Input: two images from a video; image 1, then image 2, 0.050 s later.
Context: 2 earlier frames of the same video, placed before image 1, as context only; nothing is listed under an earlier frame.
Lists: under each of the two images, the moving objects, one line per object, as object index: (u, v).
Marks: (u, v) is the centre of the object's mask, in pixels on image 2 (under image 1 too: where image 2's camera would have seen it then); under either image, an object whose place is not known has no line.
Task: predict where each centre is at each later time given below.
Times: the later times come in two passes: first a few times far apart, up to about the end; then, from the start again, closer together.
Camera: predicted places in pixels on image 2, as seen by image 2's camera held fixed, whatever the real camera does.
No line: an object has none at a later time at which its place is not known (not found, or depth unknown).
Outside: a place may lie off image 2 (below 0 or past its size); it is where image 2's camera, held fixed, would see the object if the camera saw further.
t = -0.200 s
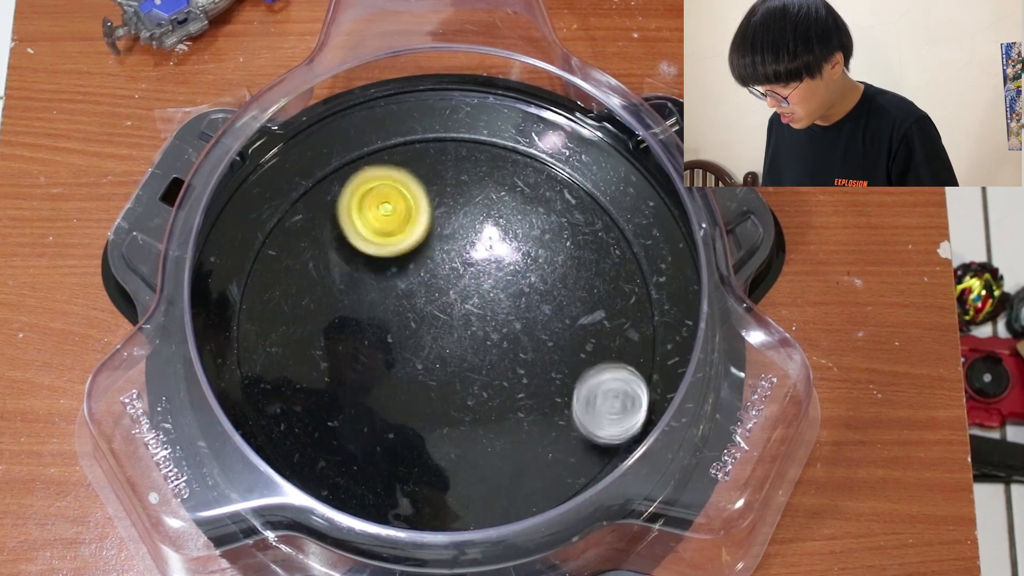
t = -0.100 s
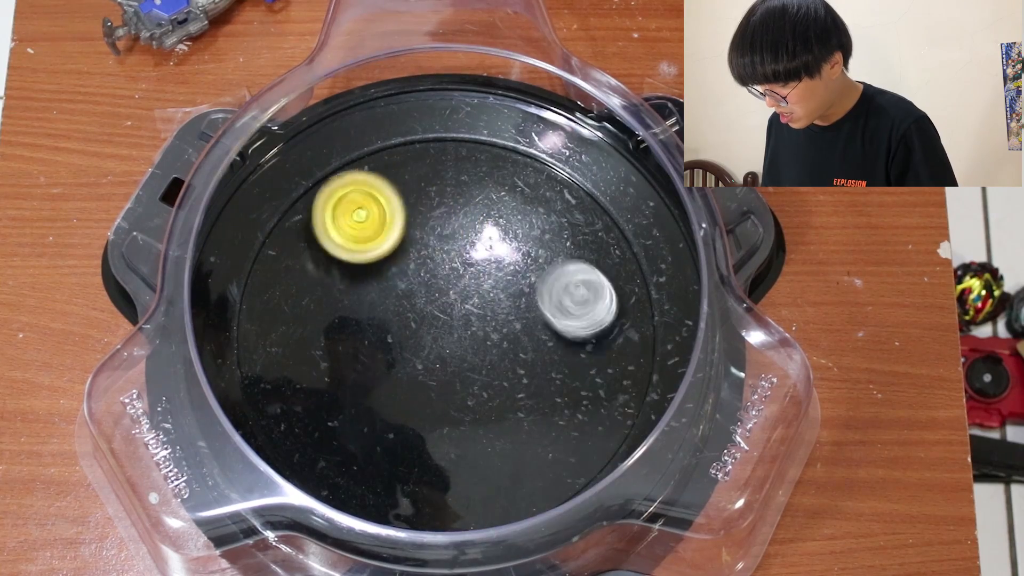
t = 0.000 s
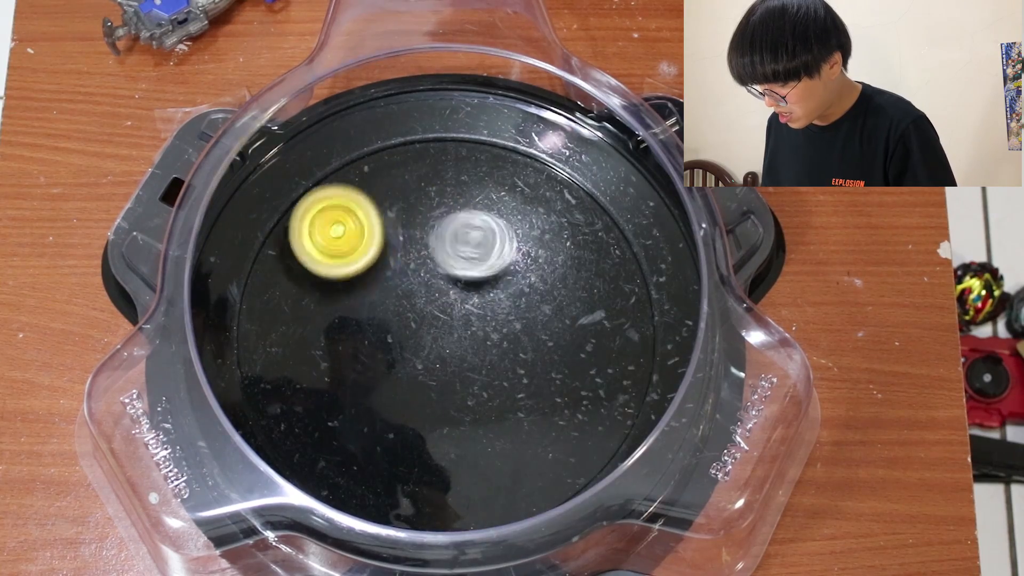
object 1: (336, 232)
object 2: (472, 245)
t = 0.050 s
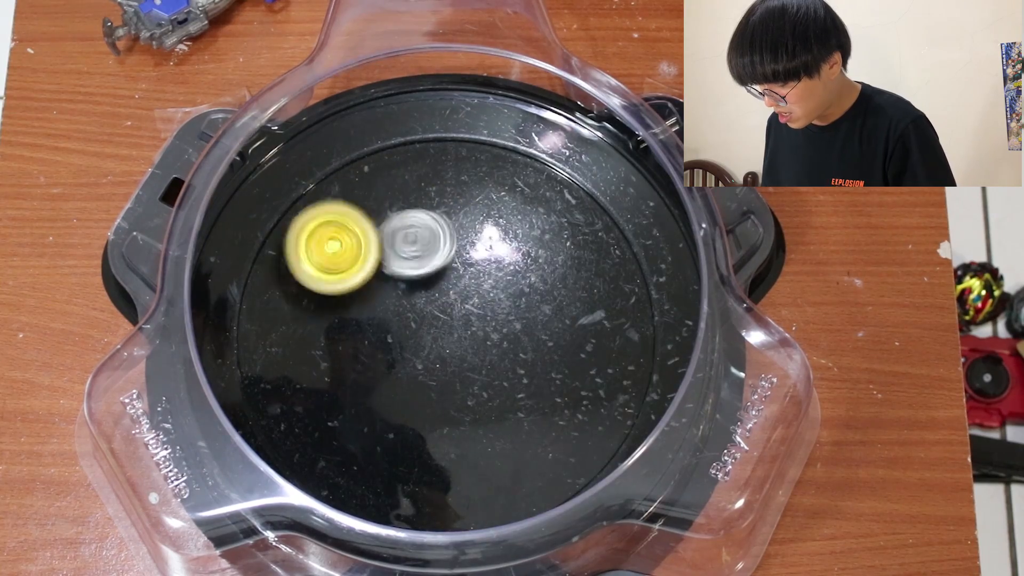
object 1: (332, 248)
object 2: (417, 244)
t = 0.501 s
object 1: (343, 427)
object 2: (488, 298)
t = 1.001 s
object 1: (558, 392)
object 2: (457, 288)
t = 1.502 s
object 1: (467, 241)
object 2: (519, 329)
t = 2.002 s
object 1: (252, 309)
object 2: (554, 295)
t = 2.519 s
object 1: (427, 322)
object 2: (537, 411)
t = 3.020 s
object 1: (504, 158)
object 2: (307, 375)
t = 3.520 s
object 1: (504, 300)
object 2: (416, 403)
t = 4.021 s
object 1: (443, 366)
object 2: (328, 338)
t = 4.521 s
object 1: (497, 355)
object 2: (444, 193)
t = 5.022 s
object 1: (496, 337)
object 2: (427, 262)
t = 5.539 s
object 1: (440, 375)
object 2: (555, 307)
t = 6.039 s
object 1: (394, 284)
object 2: (474, 357)
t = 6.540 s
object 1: (484, 340)
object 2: (439, 416)
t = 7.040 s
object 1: (487, 353)
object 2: (330, 312)
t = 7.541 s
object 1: (487, 352)
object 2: (449, 269)
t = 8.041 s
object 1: (485, 356)
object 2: (495, 275)
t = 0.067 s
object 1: (325, 252)
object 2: (406, 247)
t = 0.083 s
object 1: (317, 258)
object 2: (399, 250)
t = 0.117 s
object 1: (303, 270)
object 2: (383, 259)
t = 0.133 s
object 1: (289, 277)
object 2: (387, 267)
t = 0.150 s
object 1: (270, 282)
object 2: (405, 274)
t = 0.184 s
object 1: (242, 294)
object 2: (440, 288)
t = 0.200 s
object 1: (240, 303)
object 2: (454, 296)
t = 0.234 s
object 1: (238, 323)
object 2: (475, 308)
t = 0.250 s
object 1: (239, 330)
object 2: (483, 312)
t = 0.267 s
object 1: (240, 339)
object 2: (491, 315)
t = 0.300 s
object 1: (245, 354)
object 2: (502, 317)
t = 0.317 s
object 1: (249, 363)
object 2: (507, 316)
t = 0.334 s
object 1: (254, 370)
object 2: (510, 315)
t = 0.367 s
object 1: (268, 387)
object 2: (514, 311)
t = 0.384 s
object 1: (276, 396)
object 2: (515, 308)
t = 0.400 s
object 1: (285, 402)
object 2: (515, 305)
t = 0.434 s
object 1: (304, 414)
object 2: (510, 301)
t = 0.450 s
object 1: (313, 418)
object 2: (506, 299)
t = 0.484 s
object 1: (333, 424)
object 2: (495, 297)
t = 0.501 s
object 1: (343, 427)
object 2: (488, 298)
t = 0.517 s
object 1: (354, 428)
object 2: (481, 300)
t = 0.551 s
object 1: (375, 429)
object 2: (468, 309)
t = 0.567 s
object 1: (385, 428)
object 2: (462, 315)
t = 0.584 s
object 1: (396, 426)
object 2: (458, 321)
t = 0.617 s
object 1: (417, 423)
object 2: (452, 337)
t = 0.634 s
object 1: (426, 420)
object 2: (450, 343)
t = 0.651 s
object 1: (434, 421)
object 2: (452, 345)
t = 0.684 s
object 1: (443, 432)
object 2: (459, 336)
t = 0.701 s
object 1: (448, 435)
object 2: (464, 333)
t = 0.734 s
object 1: (456, 437)
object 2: (471, 328)
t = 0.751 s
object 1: (461, 436)
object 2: (473, 326)
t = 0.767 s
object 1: (467, 435)
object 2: (475, 324)
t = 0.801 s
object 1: (479, 432)
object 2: (479, 319)
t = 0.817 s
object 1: (486, 430)
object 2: (480, 316)
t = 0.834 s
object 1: (494, 428)
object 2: (481, 312)
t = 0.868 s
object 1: (508, 423)
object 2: (482, 304)
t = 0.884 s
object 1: (515, 420)
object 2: (481, 301)
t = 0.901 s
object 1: (522, 417)
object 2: (479, 297)
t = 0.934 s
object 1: (535, 410)
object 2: (473, 292)
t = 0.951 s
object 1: (541, 405)
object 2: (470, 290)
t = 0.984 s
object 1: (553, 396)
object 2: (462, 288)
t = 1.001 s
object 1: (558, 392)
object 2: (457, 288)
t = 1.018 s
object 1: (564, 386)
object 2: (451, 289)
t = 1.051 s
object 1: (572, 374)
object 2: (439, 294)
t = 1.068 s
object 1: (575, 367)
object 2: (435, 297)
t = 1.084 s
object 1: (579, 361)
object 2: (431, 302)
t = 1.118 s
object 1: (583, 347)
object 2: (425, 311)
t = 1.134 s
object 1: (584, 339)
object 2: (424, 316)
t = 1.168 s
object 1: (584, 324)
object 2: (423, 329)
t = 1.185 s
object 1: (583, 318)
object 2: (424, 335)
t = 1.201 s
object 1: (582, 310)
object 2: (425, 342)
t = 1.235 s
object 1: (576, 296)
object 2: (431, 354)
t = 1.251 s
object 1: (572, 290)
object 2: (435, 360)
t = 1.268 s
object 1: (568, 283)
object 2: (440, 364)
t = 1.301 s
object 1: (557, 272)
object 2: (451, 369)
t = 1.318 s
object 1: (551, 268)
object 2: (458, 371)
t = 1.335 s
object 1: (545, 263)
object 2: (465, 372)
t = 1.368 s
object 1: (531, 256)
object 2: (481, 372)
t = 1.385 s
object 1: (523, 252)
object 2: (489, 371)
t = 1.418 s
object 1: (507, 247)
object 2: (502, 363)
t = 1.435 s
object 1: (499, 246)
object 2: (508, 358)
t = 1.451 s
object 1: (490, 244)
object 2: (512, 351)
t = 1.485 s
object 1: (474, 241)
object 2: (518, 336)
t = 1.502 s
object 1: (467, 241)
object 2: (519, 329)
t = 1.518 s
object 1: (459, 241)
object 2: (519, 321)
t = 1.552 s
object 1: (443, 242)
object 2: (514, 306)
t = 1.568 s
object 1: (436, 243)
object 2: (510, 299)
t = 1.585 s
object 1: (428, 244)
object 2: (504, 293)
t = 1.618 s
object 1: (414, 248)
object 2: (491, 285)
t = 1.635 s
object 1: (406, 250)
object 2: (484, 281)
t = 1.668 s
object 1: (389, 254)
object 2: (470, 277)
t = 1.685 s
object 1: (382, 256)
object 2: (462, 278)
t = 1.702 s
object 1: (373, 259)
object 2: (458, 280)
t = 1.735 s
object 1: (340, 258)
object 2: (477, 293)
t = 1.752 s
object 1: (325, 259)
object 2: (486, 298)
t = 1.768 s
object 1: (311, 260)
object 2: (494, 302)
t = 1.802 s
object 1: (290, 264)
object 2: (511, 309)
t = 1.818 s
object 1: (282, 267)
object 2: (518, 311)
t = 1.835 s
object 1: (276, 269)
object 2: (526, 313)
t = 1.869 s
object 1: (266, 276)
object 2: (538, 313)
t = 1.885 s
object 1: (262, 280)
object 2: (542, 312)
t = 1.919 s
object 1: (256, 289)
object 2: (549, 309)
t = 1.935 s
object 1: (255, 292)
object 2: (552, 307)
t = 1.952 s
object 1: (253, 297)
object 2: (553, 304)
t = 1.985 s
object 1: (252, 305)
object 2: (554, 298)
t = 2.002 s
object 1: (252, 309)
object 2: (554, 295)
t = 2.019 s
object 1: (253, 313)
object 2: (551, 292)
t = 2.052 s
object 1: (255, 322)
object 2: (544, 288)
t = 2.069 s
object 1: (257, 327)
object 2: (540, 288)
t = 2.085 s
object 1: (259, 331)
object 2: (535, 288)
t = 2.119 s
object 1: (264, 343)
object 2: (525, 291)
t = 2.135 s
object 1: (269, 348)
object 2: (519, 293)
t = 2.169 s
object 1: (281, 357)
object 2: (508, 302)
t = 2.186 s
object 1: (288, 361)
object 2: (502, 307)
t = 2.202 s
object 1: (296, 365)
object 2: (497, 312)
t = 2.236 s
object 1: (313, 370)
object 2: (487, 324)
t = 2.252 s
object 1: (321, 371)
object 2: (484, 329)
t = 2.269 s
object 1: (330, 372)
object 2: (482, 334)
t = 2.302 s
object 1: (348, 372)
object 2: (478, 346)
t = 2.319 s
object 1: (356, 371)
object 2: (477, 353)
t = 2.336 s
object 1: (365, 370)
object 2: (476, 359)
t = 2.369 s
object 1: (383, 368)
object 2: (476, 374)
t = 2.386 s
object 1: (390, 366)
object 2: (477, 383)
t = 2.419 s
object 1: (398, 358)
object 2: (491, 395)
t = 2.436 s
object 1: (402, 352)
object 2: (498, 402)
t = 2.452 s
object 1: (406, 347)
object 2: (507, 407)
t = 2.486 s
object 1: (416, 334)
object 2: (523, 413)
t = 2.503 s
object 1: (422, 327)
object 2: (530, 412)
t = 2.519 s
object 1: (427, 322)
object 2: (537, 411)
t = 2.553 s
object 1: (437, 312)
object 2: (550, 404)
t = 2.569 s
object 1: (440, 307)
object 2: (556, 398)
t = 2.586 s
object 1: (445, 302)
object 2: (559, 392)
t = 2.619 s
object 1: (452, 292)
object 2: (562, 378)
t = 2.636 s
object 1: (454, 288)
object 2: (561, 371)
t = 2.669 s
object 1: (461, 277)
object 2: (554, 356)
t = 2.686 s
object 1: (465, 271)
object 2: (549, 349)
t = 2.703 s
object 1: (468, 266)
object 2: (542, 342)
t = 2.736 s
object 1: (474, 256)
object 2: (524, 330)
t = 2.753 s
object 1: (477, 250)
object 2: (514, 325)
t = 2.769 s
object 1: (479, 245)
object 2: (504, 322)
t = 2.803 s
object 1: (489, 224)
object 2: (478, 322)
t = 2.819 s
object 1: (496, 210)
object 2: (459, 330)
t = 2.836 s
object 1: (500, 196)
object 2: (442, 338)
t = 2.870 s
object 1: (509, 176)
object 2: (406, 357)
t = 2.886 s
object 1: (514, 168)
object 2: (391, 362)
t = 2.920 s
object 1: (517, 154)
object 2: (362, 368)
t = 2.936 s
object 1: (517, 149)
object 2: (348, 371)
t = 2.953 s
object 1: (516, 147)
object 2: (335, 372)
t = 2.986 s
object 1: (511, 150)
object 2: (317, 372)
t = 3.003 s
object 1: (508, 153)
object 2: (312, 373)
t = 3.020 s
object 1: (504, 158)
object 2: (307, 375)
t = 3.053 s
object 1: (494, 172)
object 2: (301, 382)
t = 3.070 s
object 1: (491, 180)
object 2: (300, 388)
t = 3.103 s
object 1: (482, 196)
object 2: (298, 401)
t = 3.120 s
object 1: (477, 205)
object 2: (297, 409)
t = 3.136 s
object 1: (472, 214)
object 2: (296, 417)
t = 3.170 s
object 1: (465, 232)
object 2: (299, 435)
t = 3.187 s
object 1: (462, 242)
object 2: (303, 443)
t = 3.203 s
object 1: (458, 251)
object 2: (308, 450)
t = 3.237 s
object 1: (454, 269)
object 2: (325, 461)
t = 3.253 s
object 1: (454, 277)
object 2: (334, 464)
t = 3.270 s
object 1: (452, 285)
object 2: (346, 465)
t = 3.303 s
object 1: (452, 299)
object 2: (369, 462)
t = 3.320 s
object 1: (452, 305)
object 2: (381, 457)
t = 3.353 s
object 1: (454, 316)
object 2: (401, 444)
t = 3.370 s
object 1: (455, 320)
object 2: (409, 436)
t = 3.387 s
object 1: (456, 325)
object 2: (417, 426)
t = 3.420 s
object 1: (461, 329)
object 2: (426, 410)
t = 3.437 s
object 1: (469, 325)
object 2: (422, 412)
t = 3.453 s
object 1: (477, 318)
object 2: (419, 413)
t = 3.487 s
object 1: (492, 309)
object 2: (416, 411)
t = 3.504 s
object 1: (499, 303)
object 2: (415, 408)
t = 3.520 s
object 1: (504, 300)
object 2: (416, 403)
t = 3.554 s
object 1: (514, 295)
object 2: (418, 390)
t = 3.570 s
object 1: (516, 295)
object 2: (419, 383)
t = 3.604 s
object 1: (519, 296)
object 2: (418, 366)
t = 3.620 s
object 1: (518, 299)
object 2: (416, 357)
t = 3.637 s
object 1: (517, 303)
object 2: (413, 348)
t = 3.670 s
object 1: (513, 310)
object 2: (406, 332)
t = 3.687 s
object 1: (511, 315)
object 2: (401, 324)
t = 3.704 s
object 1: (509, 318)
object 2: (395, 317)
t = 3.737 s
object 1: (503, 326)
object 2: (383, 304)
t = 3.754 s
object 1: (501, 329)
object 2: (376, 299)
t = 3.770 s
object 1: (498, 332)
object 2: (370, 294)
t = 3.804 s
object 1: (492, 339)
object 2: (355, 288)
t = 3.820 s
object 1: (489, 342)
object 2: (348, 286)
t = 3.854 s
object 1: (482, 347)
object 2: (334, 285)
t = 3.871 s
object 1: (479, 350)
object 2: (328, 286)
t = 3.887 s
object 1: (474, 353)
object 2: (322, 289)
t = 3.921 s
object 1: (467, 357)
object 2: (313, 298)
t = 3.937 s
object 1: (463, 359)
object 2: (310, 305)
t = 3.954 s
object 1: (460, 360)
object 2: (310, 312)
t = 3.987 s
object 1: (451, 364)
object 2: (315, 326)
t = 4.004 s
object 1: (448, 365)
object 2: (320, 333)
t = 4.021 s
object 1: (443, 366)
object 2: (328, 338)
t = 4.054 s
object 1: (434, 368)
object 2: (346, 346)
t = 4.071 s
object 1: (433, 369)
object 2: (354, 347)
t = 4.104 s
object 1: (438, 380)
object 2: (362, 340)
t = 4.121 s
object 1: (442, 386)
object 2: (366, 334)
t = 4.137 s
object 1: (445, 390)
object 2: (372, 329)
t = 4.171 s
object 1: (453, 396)
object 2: (386, 321)
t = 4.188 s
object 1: (456, 399)
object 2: (393, 317)
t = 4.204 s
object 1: (460, 400)
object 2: (400, 313)
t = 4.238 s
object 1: (468, 404)
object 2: (414, 300)
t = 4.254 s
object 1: (472, 404)
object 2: (421, 294)
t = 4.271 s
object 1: (475, 405)
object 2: (427, 287)
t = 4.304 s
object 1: (484, 403)
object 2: (437, 272)
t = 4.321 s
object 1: (488, 402)
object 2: (441, 264)
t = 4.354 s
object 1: (493, 397)
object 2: (447, 249)
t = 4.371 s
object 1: (496, 394)
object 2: (450, 241)
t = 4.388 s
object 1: (499, 389)
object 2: (452, 234)
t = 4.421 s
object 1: (500, 381)
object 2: (454, 221)
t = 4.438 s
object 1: (501, 376)
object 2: (454, 214)
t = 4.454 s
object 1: (501, 372)
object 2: (454, 209)
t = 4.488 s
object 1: (499, 363)
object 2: (450, 198)
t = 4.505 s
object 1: (499, 359)
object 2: (447, 195)
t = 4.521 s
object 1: (497, 355)
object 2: (444, 193)
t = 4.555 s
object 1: (494, 347)
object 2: (435, 192)
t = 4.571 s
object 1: (492, 344)
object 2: (430, 194)
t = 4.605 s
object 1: (489, 335)
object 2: (423, 202)
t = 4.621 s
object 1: (488, 333)
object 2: (419, 208)
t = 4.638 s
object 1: (486, 328)
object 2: (417, 215)
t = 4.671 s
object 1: (482, 321)
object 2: (417, 232)
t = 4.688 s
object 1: (480, 317)
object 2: (418, 240)
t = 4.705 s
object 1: (478, 313)
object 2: (420, 248)
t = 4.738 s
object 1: (479, 317)
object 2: (422, 250)
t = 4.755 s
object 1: (484, 324)
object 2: (420, 242)
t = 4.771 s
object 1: (483, 331)
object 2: (418, 237)
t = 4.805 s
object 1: (485, 340)
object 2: (415, 231)
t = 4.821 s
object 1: (485, 344)
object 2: (414, 231)
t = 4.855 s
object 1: (485, 347)
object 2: (413, 232)
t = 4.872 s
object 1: (484, 347)
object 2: (413, 233)
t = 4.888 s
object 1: (485, 347)
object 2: (413, 235)
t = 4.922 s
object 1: (489, 345)
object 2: (414, 240)
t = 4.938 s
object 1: (491, 343)
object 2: (416, 243)
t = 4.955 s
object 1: (494, 343)
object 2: (417, 246)
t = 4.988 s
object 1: (496, 340)
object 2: (421, 254)
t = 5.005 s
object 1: (497, 338)
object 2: (423, 258)
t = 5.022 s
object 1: (496, 337)
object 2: (427, 262)
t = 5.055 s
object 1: (496, 334)
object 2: (435, 271)
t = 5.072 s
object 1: (496, 331)
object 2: (440, 275)
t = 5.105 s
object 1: (495, 341)
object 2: (449, 276)
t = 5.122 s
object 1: (492, 348)
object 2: (453, 272)
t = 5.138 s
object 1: (494, 353)
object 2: (453, 267)
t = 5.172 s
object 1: (495, 368)
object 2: (456, 259)
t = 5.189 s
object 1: (493, 374)
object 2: (457, 255)
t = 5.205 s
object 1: (490, 378)
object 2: (459, 252)
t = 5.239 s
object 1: (488, 383)
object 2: (462, 256)
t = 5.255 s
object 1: (486, 383)
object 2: (465, 258)
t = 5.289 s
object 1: (483, 383)
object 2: (471, 266)
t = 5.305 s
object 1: (483, 382)
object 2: (475, 270)
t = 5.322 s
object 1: (481, 382)
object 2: (480, 276)
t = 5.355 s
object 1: (480, 380)
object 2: (490, 287)
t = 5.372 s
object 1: (477, 379)
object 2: (495, 291)
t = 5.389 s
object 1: (477, 378)
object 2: (500, 295)
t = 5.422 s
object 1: (473, 376)
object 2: (511, 304)
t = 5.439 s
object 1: (471, 376)
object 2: (516, 307)
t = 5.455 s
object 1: (465, 378)
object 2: (524, 307)
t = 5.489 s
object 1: (456, 379)
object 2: (538, 307)
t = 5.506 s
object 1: (449, 378)
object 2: (544, 307)
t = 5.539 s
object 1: (440, 375)
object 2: (555, 307)
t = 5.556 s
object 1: (433, 373)
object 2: (560, 306)
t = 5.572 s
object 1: (430, 370)
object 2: (565, 305)
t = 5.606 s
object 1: (419, 364)
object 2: (573, 302)
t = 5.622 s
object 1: (415, 361)
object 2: (576, 300)
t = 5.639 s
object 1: (411, 358)
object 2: (579, 298)
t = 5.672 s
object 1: (401, 349)
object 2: (580, 294)
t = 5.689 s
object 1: (398, 345)
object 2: (579, 291)
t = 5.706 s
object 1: (394, 342)
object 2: (577, 290)
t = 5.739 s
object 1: (388, 333)
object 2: (570, 288)
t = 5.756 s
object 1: (385, 330)
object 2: (566, 289)
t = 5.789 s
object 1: (381, 320)
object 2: (555, 291)
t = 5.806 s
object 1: (380, 316)
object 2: (549, 293)
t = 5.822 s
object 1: (378, 314)
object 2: (543, 295)
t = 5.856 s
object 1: (377, 305)
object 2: (531, 302)
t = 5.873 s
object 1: (377, 302)
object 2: (525, 306)
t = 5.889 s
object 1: (377, 299)
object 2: (519, 310)
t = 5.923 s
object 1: (380, 292)
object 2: (507, 320)
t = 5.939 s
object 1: (381, 291)
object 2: (502, 325)
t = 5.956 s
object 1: (382, 289)
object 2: (497, 330)
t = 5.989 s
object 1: (387, 285)
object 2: (487, 341)
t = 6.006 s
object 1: (389, 285)
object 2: (482, 346)
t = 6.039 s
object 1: (394, 284)
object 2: (474, 357)
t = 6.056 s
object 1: (398, 283)
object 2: (470, 362)
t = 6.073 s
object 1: (402, 283)
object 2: (465, 368)
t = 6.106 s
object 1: (408, 285)
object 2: (458, 379)
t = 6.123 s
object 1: (411, 285)
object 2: (453, 384)
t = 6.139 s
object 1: (415, 284)
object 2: (450, 389)
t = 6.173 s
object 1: (423, 286)
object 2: (444, 400)
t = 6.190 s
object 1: (426, 287)
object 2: (441, 406)
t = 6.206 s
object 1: (430, 287)
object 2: (439, 410)
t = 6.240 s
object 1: (439, 288)
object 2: (434, 420)
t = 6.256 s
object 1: (444, 290)
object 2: (432, 424)
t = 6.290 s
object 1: (452, 294)
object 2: (429, 432)
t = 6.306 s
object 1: (456, 296)
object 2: (428, 436)
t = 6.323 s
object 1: (460, 298)
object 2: (428, 438)
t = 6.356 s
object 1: (468, 302)
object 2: (429, 444)
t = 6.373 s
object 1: (472, 305)
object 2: (431, 445)
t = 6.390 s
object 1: (475, 308)
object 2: (433, 445)
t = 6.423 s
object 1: (479, 316)
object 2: (435, 444)
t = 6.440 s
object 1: (481, 320)
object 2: (437, 442)
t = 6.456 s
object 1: (483, 323)
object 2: (439, 439)
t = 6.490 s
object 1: (484, 331)
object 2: (439, 432)
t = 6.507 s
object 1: (484, 334)
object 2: (440, 427)
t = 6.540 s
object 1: (484, 340)
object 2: (439, 416)
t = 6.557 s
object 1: (482, 343)
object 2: (438, 411)
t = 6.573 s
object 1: (483, 344)
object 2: (433, 408)
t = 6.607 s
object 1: (488, 343)
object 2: (422, 400)
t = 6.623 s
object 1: (490, 344)
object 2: (416, 397)
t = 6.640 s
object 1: (491, 345)
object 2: (411, 394)
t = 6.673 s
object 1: (490, 348)
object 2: (402, 387)
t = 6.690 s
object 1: (489, 349)
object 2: (397, 383)
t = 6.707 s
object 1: (489, 351)
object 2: (392, 379)
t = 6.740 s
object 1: (488, 352)
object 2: (383, 372)
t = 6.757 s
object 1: (488, 352)
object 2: (379, 369)
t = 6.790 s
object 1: (488, 352)
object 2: (370, 360)
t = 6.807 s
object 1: (488, 352)
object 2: (367, 357)
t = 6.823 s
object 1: (488, 351)
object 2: (362, 353)
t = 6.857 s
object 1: (487, 352)
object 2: (356, 346)
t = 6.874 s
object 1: (487, 353)
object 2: (353, 342)
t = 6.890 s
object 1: (487, 353)
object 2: (349, 338)
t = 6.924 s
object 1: (487, 353)
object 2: (344, 331)
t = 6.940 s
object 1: (487, 352)
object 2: (341, 328)
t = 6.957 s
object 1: (488, 352)
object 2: (338, 325)
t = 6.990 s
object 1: (488, 352)
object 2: (334, 319)
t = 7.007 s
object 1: (487, 352)
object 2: (333, 316)
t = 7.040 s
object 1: (487, 353)
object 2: (330, 312)
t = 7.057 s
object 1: (487, 353)
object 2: (330, 310)
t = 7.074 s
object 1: (487, 352)
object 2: (330, 309)
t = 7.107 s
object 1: (487, 352)
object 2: (331, 307)
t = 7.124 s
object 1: (488, 352)
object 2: (333, 307)
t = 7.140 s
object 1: (487, 352)
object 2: (335, 307)
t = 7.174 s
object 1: (487, 352)
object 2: (341, 307)
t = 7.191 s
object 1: (487, 352)
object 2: (345, 307)
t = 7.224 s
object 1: (487, 352)
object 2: (354, 305)
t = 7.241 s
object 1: (487, 352)
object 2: (360, 303)
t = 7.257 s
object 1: (487, 352)
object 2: (365, 302)
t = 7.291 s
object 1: (487, 352)
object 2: (375, 298)
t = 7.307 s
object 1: (487, 352)
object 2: (380, 296)
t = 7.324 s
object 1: (487, 352)
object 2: (385, 295)
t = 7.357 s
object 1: (487, 352)
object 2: (396, 290)
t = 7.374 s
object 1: (487, 352)
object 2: (401, 288)
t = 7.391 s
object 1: (487, 352)
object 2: (406, 286)
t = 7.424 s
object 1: (487, 352)
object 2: (416, 282)
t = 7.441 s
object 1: (487, 352)
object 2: (422, 280)
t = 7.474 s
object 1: (487, 352)
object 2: (431, 276)
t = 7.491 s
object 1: (487, 352)
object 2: (436, 274)
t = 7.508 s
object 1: (487, 352)
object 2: (441, 272)
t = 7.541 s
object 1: (487, 352)
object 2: (449, 269)
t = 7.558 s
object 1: (487, 352)
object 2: (455, 267)
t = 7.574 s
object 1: (487, 352)
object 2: (460, 265)
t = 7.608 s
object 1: (487, 352)
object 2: (469, 263)
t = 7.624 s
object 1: (487, 352)
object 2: (474, 260)
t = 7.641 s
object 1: (487, 352)
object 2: (478, 259)
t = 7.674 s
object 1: (487, 352)
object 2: (486, 256)
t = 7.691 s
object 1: (487, 352)
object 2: (490, 255)
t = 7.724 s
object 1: (487, 352)
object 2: (497, 251)
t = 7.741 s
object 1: (487, 352)
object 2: (500, 250)
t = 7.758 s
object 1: (487, 352)
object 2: (502, 249)
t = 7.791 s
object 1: (487, 352)
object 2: (506, 247)
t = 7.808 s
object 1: (487, 352)
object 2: (507, 246)
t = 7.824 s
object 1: (487, 352)
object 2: (507, 246)
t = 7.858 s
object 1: (487, 353)
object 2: (507, 247)
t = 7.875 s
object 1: (487, 352)
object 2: (506, 248)
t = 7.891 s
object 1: (487, 352)
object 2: (505, 249)
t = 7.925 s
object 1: (487, 352)
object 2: (502, 254)
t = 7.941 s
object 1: (487, 352)
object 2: (502, 256)
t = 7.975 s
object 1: (487, 352)
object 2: (498, 264)
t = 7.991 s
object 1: (487, 352)
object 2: (497, 268)
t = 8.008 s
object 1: (487, 352)
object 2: (496, 272)
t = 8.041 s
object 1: (485, 356)
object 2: (495, 275)
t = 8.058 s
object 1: (483, 357)
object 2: (494, 276)
